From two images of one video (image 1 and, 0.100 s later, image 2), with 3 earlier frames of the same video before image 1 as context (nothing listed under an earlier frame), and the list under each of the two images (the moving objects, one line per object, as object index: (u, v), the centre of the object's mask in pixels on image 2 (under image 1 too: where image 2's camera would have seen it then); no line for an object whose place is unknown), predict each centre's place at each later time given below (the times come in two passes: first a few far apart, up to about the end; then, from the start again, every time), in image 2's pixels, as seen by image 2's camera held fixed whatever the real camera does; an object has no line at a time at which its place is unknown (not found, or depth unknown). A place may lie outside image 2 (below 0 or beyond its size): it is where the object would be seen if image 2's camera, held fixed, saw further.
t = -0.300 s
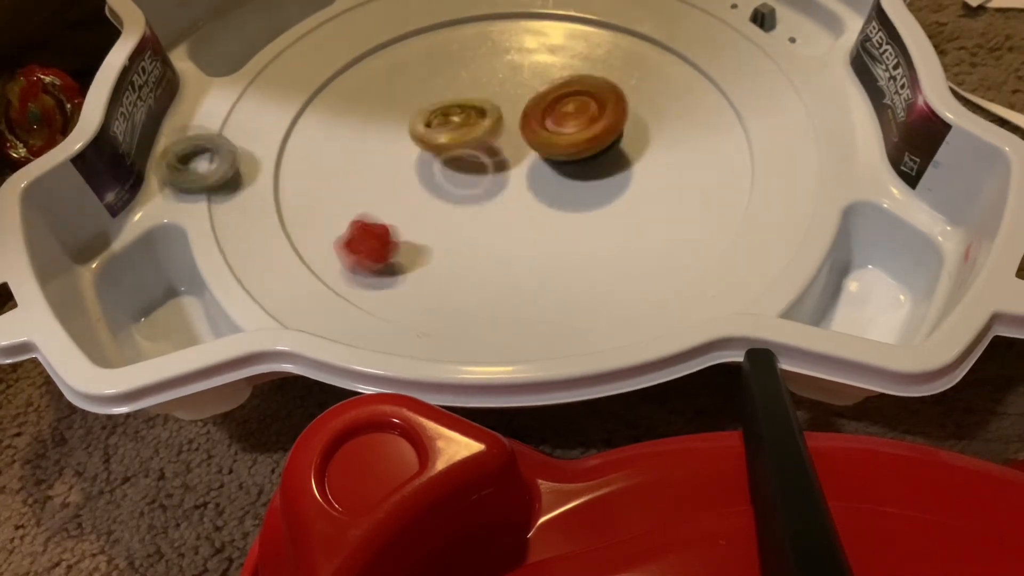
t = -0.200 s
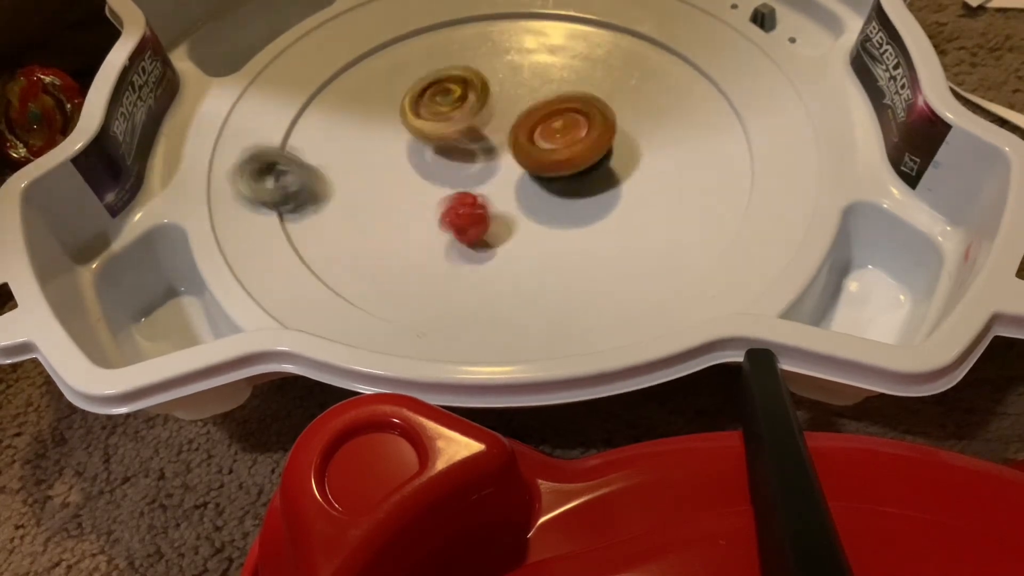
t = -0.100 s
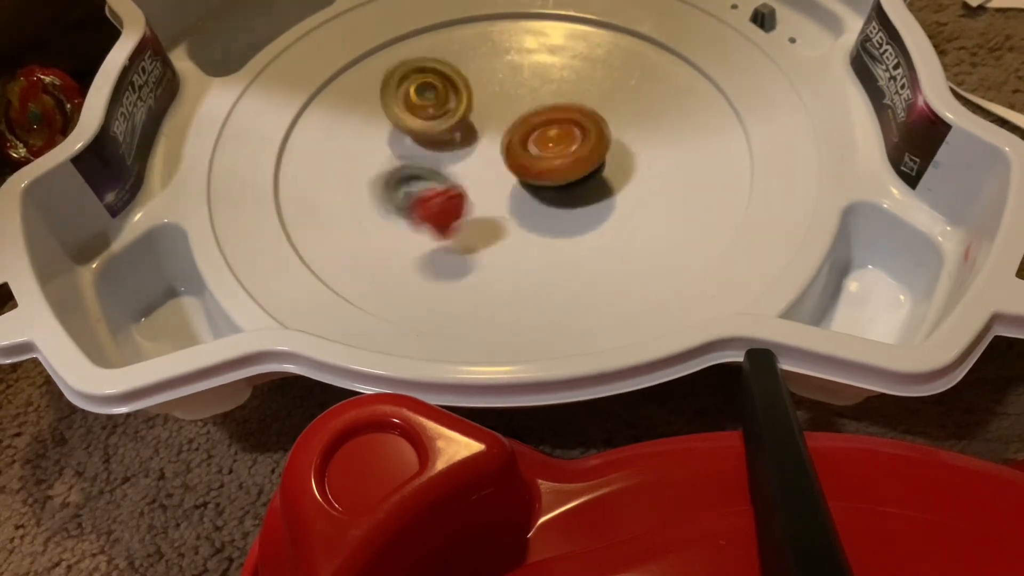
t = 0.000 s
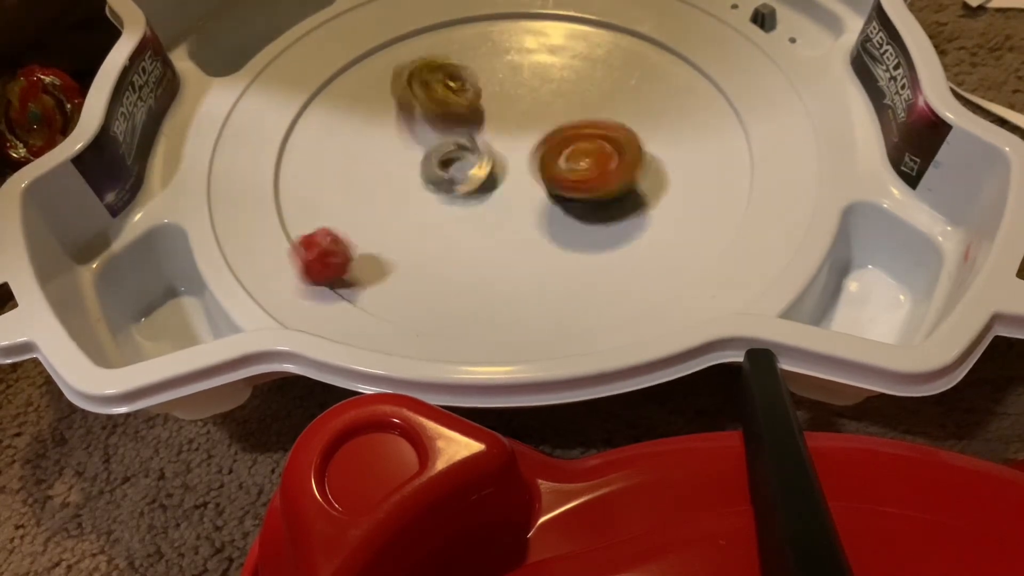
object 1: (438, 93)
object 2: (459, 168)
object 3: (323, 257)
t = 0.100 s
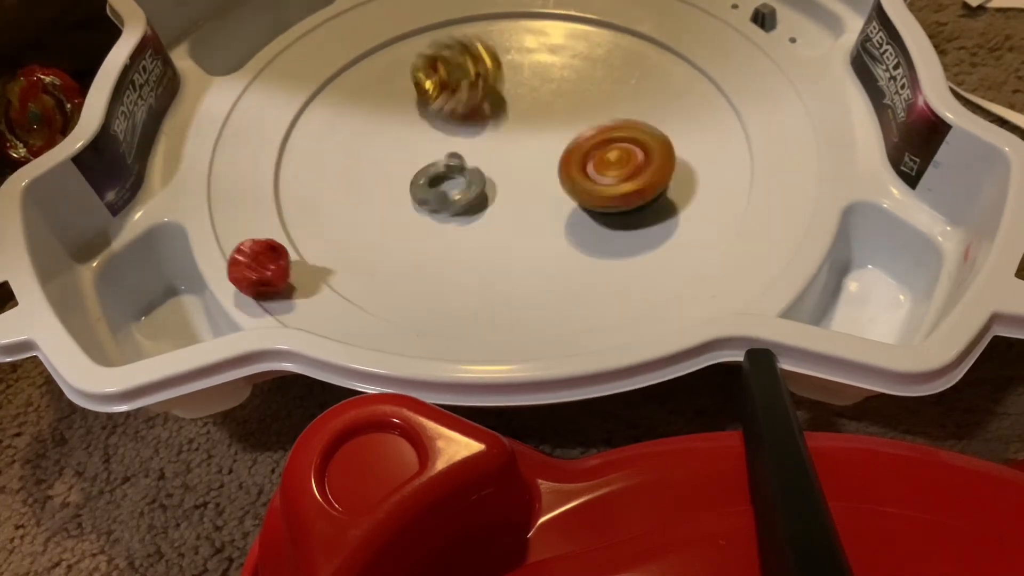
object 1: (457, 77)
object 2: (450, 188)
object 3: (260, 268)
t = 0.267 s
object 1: (533, 161)
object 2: (463, 198)
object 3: (300, 232)
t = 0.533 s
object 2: (469, 196)
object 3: (426, 141)
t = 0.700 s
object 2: (459, 197)
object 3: (495, 98)
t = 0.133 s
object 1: (474, 105)
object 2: (449, 192)
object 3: (258, 264)
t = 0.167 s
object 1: (497, 121)
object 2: (451, 197)
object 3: (262, 260)
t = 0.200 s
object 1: (515, 139)
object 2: (454, 199)
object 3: (270, 250)
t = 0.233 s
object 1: (528, 151)
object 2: (460, 199)
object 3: (284, 240)
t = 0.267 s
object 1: (533, 161)
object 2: (463, 198)
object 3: (300, 232)
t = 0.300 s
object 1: (533, 166)
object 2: (465, 197)
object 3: (316, 230)
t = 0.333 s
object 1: (531, 167)
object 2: (466, 197)
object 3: (338, 220)
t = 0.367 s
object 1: (527, 168)
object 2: (466, 197)
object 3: (361, 208)
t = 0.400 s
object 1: (521, 161)
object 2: (466, 197)
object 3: (386, 196)
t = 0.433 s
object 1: (520, 146)
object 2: (468, 197)
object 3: (412, 180)
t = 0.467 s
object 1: (523, 136)
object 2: (469, 196)
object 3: (418, 164)
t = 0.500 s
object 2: (470, 196)
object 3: (419, 150)
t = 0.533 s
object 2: (469, 196)
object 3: (426, 141)
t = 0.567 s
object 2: (468, 197)
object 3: (440, 130)
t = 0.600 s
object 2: (468, 197)
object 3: (456, 119)
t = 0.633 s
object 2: (466, 197)
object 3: (471, 111)
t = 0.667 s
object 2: (460, 196)
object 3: (484, 104)
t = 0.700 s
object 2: (459, 197)
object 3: (495, 98)
